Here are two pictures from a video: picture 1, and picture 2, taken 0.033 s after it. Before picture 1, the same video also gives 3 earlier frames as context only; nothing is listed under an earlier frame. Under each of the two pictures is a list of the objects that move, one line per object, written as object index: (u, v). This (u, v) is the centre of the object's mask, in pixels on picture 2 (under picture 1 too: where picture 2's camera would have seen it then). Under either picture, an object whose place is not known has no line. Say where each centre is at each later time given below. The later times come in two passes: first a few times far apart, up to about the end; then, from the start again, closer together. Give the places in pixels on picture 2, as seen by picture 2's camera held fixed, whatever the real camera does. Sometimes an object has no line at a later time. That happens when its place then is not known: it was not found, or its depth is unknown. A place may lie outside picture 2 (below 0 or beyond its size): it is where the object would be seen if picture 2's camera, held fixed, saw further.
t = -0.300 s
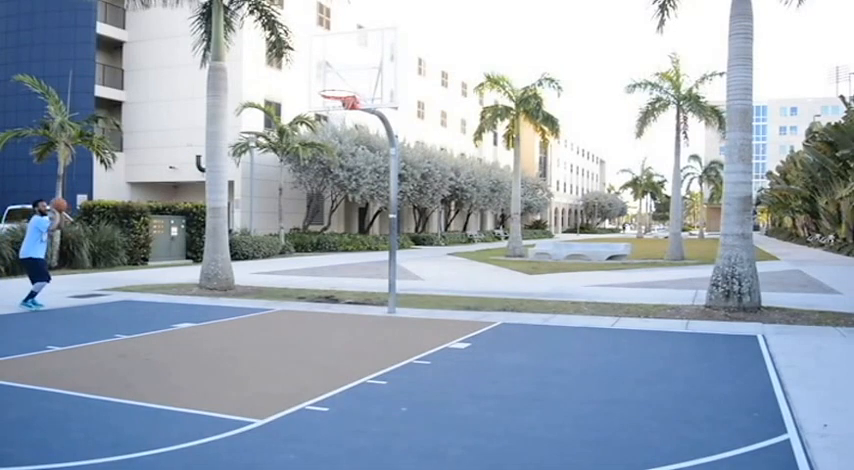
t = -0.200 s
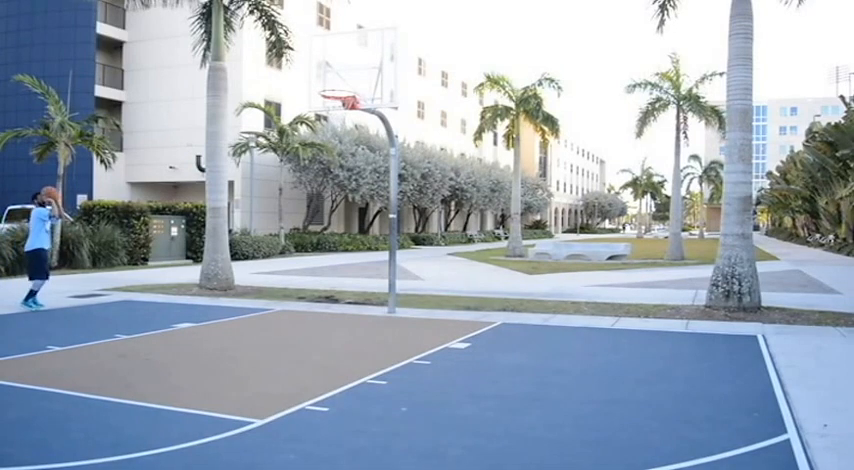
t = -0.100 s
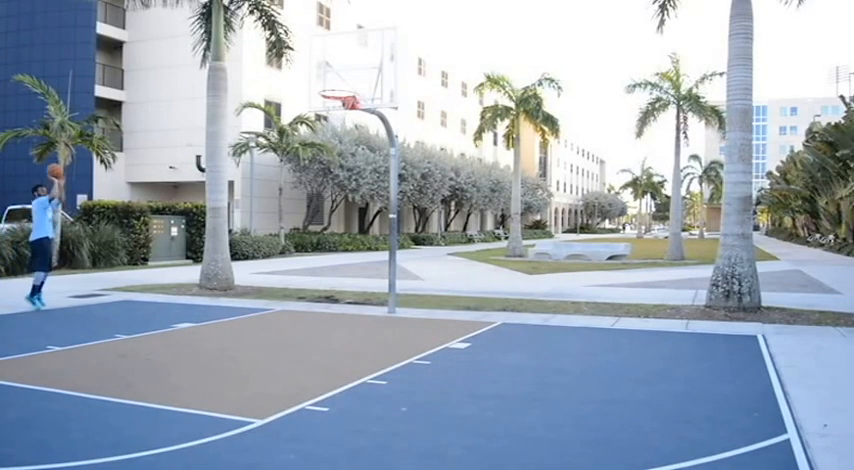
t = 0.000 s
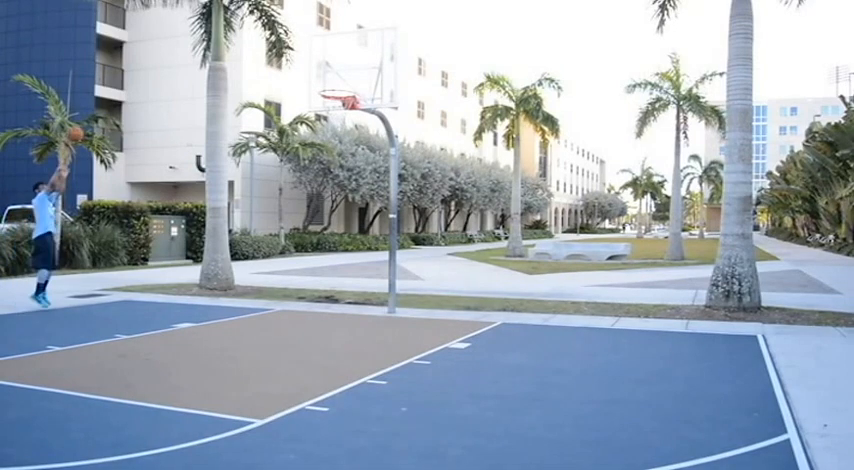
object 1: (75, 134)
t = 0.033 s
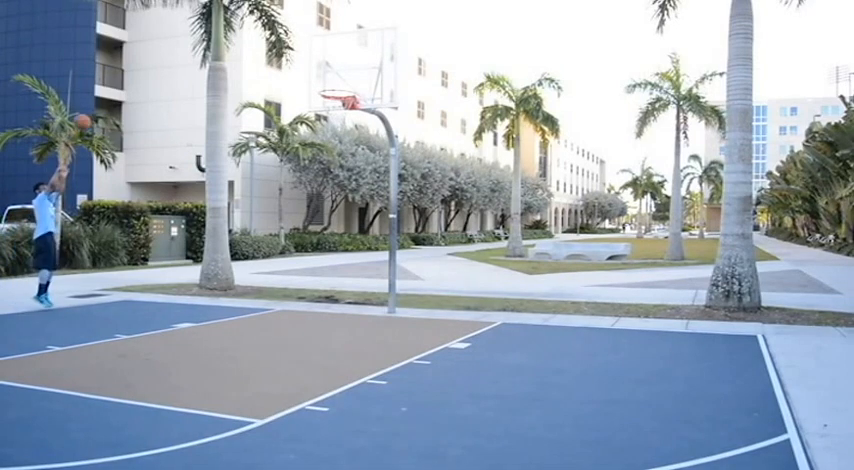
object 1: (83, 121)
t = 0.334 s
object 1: (151, 43)
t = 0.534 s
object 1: (200, 20)
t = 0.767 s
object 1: (261, 26)
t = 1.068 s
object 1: (345, 96)
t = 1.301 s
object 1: (333, 172)
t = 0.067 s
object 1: (89, 110)
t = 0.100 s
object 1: (97, 100)
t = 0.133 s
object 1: (104, 90)
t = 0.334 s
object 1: (151, 43)
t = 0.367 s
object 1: (159, 37)
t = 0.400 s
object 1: (167, 32)
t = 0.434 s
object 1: (175, 28)
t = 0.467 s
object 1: (183, 24)
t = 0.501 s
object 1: (192, 22)
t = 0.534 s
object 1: (200, 20)
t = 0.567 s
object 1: (208, 18)
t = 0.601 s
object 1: (217, 18)
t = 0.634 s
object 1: (226, 18)
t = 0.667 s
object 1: (234, 19)
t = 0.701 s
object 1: (243, 20)
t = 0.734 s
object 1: (252, 23)
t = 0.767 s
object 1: (261, 26)
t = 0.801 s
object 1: (270, 30)
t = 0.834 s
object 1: (279, 37)
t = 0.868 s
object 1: (288, 41)
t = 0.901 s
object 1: (297, 48)
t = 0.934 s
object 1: (307, 56)
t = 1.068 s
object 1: (345, 96)
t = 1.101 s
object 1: (346, 105)
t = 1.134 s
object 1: (342, 117)
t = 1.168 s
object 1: (340, 126)
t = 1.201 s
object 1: (338, 136)
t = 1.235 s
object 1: (337, 147)
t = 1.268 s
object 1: (335, 159)
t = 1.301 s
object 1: (333, 172)
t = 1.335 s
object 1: (330, 185)
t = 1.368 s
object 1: (328, 199)
